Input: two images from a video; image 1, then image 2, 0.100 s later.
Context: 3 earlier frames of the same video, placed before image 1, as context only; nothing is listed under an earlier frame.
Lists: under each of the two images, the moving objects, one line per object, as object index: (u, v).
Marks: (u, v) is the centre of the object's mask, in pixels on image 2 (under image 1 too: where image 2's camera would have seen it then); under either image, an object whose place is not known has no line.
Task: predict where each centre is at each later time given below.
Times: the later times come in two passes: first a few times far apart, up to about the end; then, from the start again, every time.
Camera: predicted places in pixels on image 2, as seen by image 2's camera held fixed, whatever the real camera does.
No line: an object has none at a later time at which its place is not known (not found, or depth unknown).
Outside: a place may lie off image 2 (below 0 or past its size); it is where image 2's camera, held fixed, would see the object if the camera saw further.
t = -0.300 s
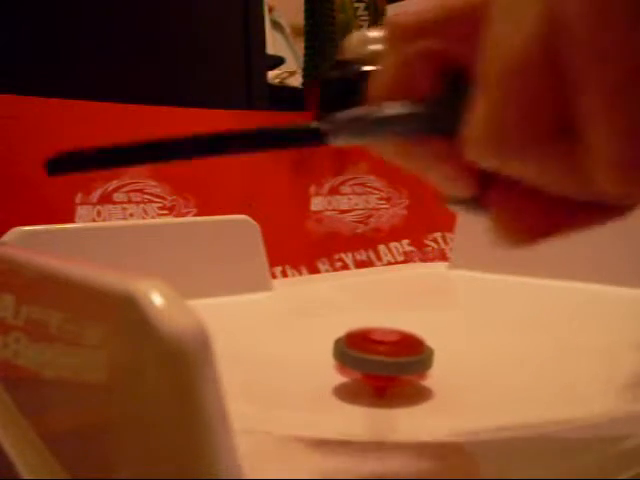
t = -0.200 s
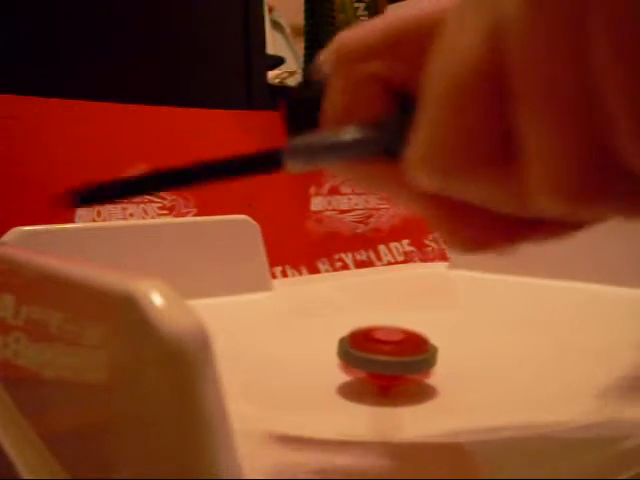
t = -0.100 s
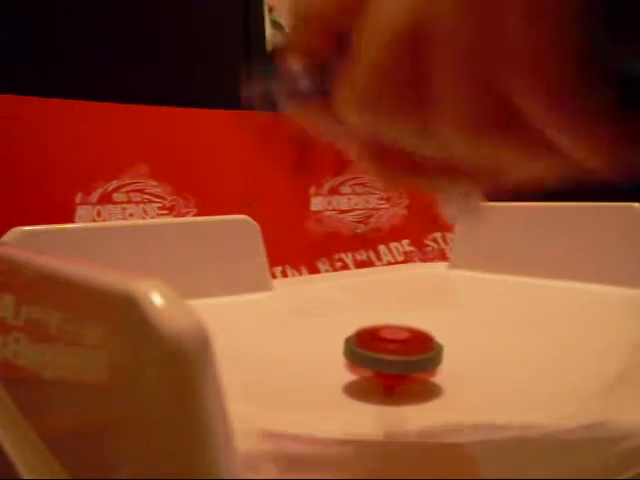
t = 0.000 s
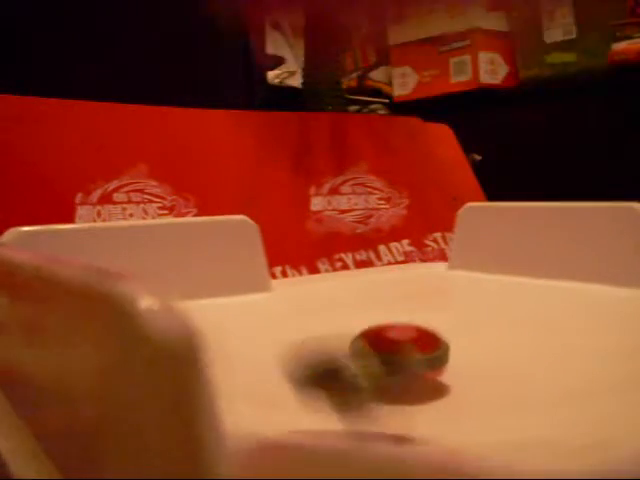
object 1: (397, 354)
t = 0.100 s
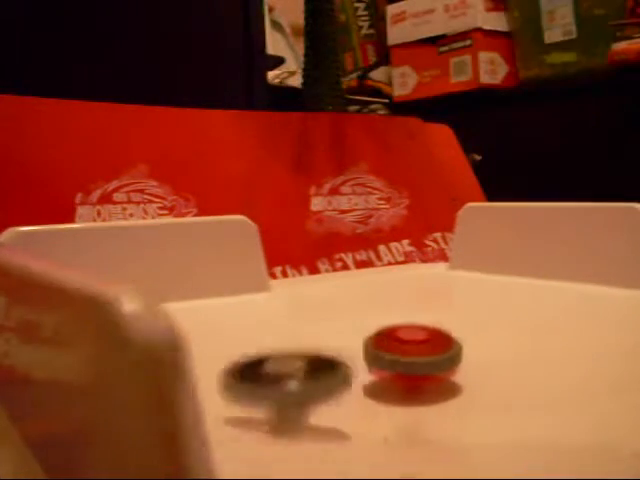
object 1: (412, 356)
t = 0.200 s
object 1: (420, 355)
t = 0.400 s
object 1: (460, 343)
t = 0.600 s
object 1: (489, 333)
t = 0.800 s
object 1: (487, 333)
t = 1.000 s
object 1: (487, 337)
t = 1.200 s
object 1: (489, 345)
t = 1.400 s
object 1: (550, 299)
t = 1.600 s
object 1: (466, 325)
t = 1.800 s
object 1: (417, 343)
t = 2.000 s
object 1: (377, 305)
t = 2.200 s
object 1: (320, 331)
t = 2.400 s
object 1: (294, 365)
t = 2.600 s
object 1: (308, 382)
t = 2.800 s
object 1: (343, 392)
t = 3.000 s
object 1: (394, 394)
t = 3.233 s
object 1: (432, 389)
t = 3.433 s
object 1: (450, 382)
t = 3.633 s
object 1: (468, 373)
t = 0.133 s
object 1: (415, 355)
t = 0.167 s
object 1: (418, 355)
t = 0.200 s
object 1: (420, 355)
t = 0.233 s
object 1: (423, 354)
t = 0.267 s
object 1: (426, 353)
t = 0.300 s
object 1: (428, 354)
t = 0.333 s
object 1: (434, 354)
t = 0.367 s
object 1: (442, 351)
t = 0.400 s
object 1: (460, 343)
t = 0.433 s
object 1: (474, 338)
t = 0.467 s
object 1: (483, 335)
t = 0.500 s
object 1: (488, 335)
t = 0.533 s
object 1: (490, 334)
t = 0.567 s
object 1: (490, 333)
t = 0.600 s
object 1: (489, 333)
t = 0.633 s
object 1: (489, 332)
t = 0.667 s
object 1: (489, 333)
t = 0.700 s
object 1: (488, 333)
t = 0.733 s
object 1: (488, 331)
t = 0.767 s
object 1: (487, 332)
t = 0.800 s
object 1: (487, 333)
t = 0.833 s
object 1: (487, 333)
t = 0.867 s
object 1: (486, 334)
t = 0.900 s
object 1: (486, 335)
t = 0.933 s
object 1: (486, 335)
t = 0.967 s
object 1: (486, 337)
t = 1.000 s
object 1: (487, 337)
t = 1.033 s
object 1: (487, 339)
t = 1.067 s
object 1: (488, 340)
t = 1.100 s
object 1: (487, 341)
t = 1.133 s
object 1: (488, 342)
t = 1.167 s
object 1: (489, 343)
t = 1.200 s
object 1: (489, 345)
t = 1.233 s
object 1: (490, 346)
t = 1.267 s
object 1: (513, 337)
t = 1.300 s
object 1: (536, 320)
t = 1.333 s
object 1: (550, 309)
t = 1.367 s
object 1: (555, 302)
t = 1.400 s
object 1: (550, 299)
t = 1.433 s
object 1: (539, 302)
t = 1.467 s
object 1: (524, 305)
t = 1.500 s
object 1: (508, 308)
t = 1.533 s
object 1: (493, 314)
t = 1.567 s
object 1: (479, 320)
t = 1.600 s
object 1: (466, 325)
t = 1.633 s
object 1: (453, 329)
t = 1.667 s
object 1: (442, 336)
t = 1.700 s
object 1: (434, 338)
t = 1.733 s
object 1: (428, 340)
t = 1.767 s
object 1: (423, 342)
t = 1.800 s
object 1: (417, 343)
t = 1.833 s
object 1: (413, 344)
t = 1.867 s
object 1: (405, 345)
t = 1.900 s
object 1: (395, 342)
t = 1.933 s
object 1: (390, 326)
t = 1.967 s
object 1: (383, 314)
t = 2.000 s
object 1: (377, 305)
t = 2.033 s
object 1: (370, 300)
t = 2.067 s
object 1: (363, 301)
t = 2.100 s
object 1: (354, 306)
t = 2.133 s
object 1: (343, 313)
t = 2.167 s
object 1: (332, 322)
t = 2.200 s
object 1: (320, 331)
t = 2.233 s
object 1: (313, 336)
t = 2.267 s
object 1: (306, 343)
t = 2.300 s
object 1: (300, 352)
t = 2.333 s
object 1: (297, 358)
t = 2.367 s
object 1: (295, 362)
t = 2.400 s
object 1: (294, 365)
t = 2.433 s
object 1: (295, 367)
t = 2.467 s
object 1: (295, 372)
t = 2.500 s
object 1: (297, 374)
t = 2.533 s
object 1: (301, 376)
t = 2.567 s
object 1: (304, 379)
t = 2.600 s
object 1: (308, 382)
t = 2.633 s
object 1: (312, 383)
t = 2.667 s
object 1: (317, 386)
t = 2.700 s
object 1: (323, 388)
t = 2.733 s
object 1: (329, 390)
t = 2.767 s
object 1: (336, 391)
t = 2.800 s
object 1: (343, 392)
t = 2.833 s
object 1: (351, 393)
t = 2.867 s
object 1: (360, 393)
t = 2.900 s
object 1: (369, 394)
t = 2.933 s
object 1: (379, 395)
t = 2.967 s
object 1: (387, 395)
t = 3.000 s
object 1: (394, 394)
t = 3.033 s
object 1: (400, 394)
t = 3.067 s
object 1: (408, 394)
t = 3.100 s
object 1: (414, 393)
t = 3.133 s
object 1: (419, 392)
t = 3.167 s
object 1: (424, 391)
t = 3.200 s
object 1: (427, 390)
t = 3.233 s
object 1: (432, 389)
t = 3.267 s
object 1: (438, 388)
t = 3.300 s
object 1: (442, 387)
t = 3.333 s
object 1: (445, 386)
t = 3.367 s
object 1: (447, 385)
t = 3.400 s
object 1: (449, 384)
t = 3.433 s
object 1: (450, 382)
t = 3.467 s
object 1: (451, 381)
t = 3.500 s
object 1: (452, 379)
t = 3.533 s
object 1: (459, 377)
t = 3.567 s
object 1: (465, 376)
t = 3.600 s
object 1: (466, 375)
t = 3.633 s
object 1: (468, 373)
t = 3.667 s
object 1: (469, 372)
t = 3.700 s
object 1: (470, 370)
